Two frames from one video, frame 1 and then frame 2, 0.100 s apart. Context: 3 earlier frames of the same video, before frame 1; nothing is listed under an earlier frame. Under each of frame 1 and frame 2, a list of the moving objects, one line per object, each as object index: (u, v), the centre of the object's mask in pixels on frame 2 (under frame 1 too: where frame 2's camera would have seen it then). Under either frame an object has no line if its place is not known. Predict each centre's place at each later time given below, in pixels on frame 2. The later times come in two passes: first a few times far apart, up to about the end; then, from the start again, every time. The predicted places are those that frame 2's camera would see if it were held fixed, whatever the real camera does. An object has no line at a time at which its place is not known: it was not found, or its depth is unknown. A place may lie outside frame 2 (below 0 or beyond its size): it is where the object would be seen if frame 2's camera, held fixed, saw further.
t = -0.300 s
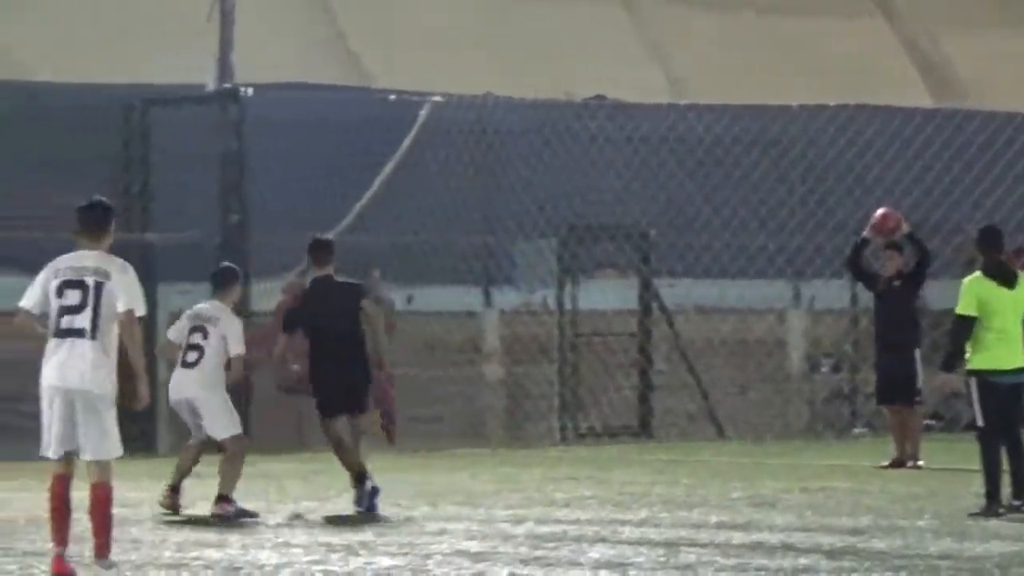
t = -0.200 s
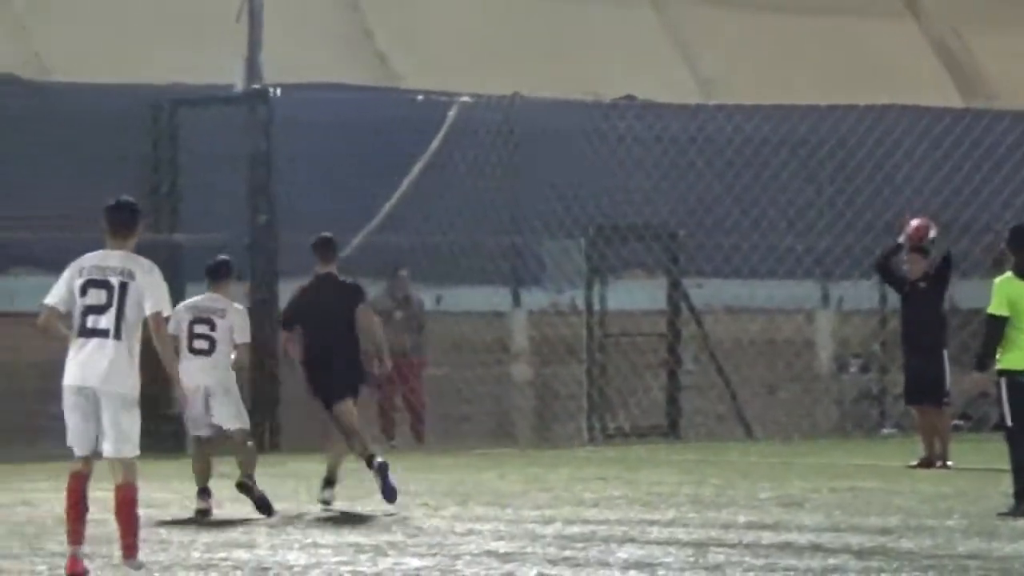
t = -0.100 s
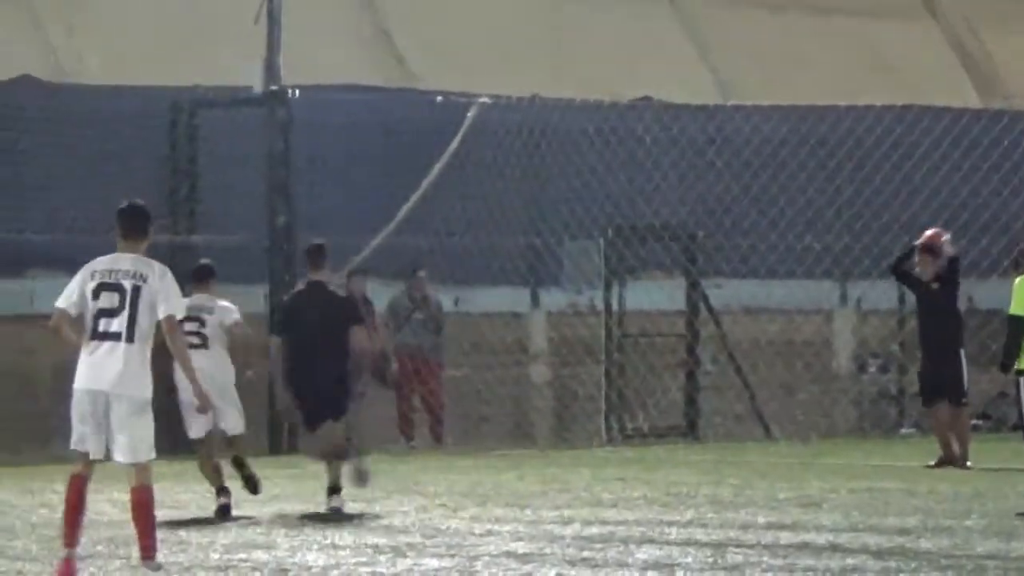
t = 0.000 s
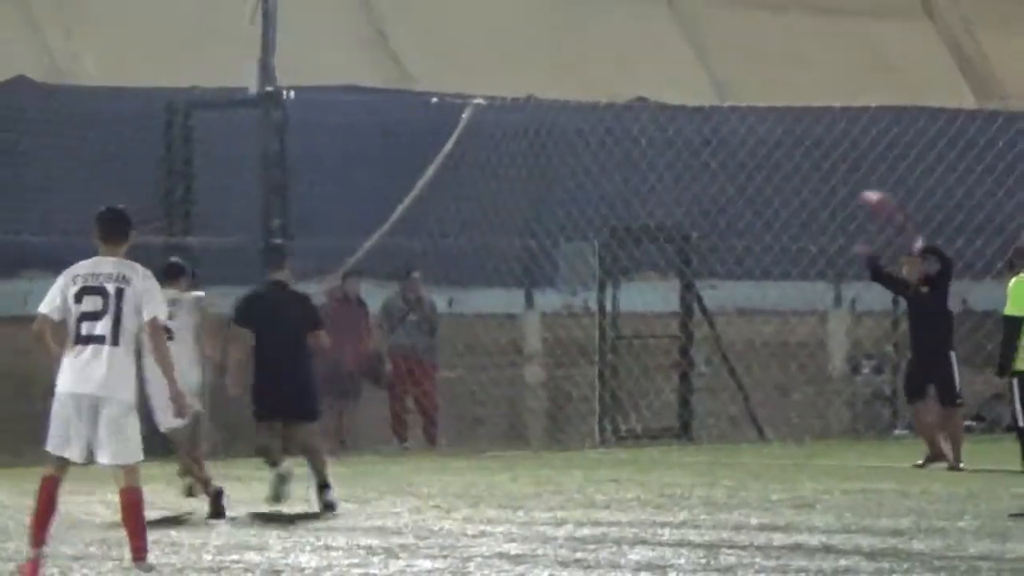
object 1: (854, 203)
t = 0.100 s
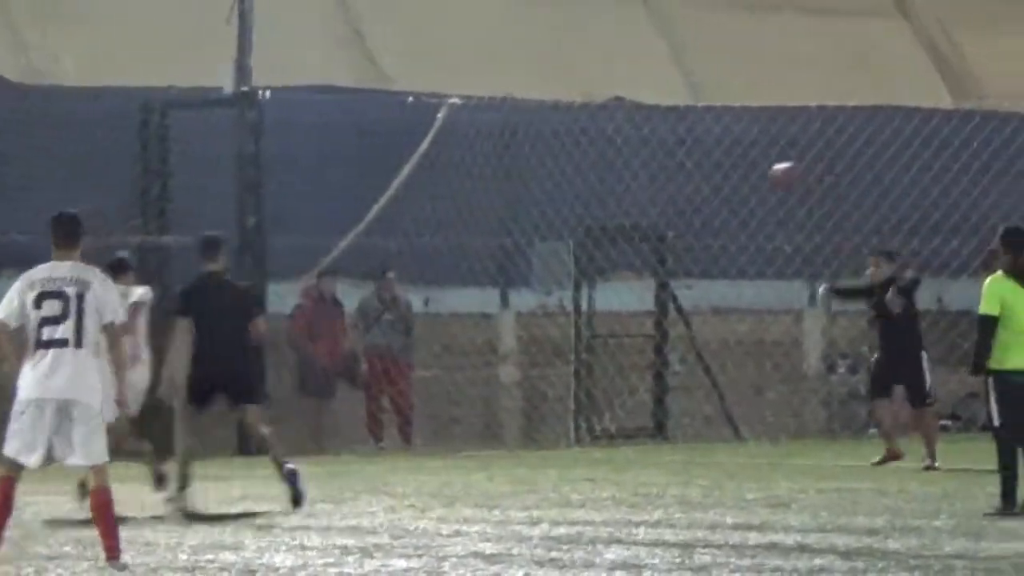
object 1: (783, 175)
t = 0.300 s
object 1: (650, 158)
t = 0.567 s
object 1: (465, 221)
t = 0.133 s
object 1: (765, 166)
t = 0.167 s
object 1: (742, 162)
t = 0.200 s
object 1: (721, 160)
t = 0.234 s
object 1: (697, 158)
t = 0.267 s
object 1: (673, 158)
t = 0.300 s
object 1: (650, 158)
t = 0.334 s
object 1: (628, 161)
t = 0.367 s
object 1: (606, 165)
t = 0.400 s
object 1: (582, 171)
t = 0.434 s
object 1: (556, 179)
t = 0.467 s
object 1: (532, 187)
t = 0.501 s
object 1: (507, 199)
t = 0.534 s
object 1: (486, 212)
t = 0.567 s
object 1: (465, 221)
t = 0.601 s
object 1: (445, 240)
